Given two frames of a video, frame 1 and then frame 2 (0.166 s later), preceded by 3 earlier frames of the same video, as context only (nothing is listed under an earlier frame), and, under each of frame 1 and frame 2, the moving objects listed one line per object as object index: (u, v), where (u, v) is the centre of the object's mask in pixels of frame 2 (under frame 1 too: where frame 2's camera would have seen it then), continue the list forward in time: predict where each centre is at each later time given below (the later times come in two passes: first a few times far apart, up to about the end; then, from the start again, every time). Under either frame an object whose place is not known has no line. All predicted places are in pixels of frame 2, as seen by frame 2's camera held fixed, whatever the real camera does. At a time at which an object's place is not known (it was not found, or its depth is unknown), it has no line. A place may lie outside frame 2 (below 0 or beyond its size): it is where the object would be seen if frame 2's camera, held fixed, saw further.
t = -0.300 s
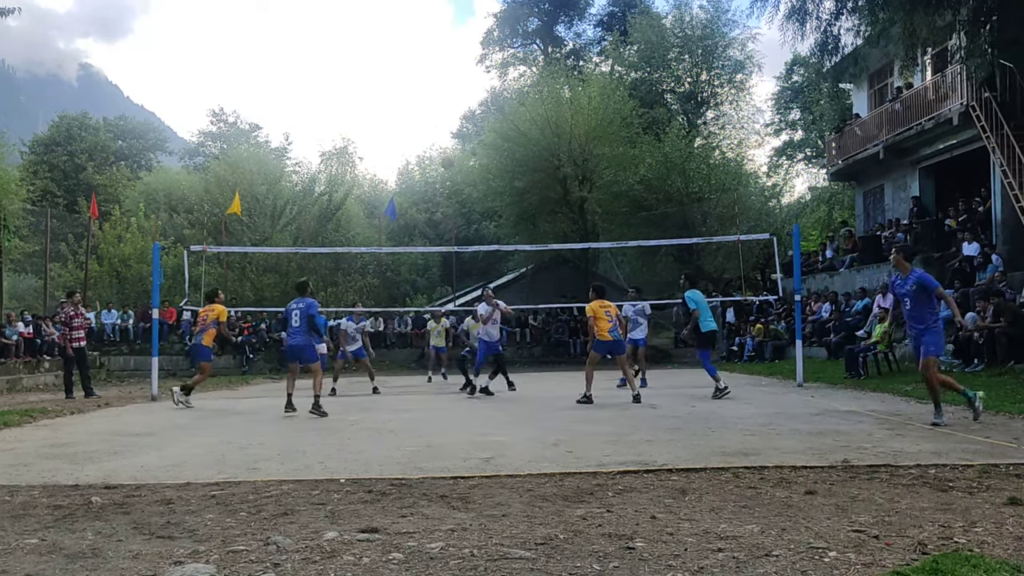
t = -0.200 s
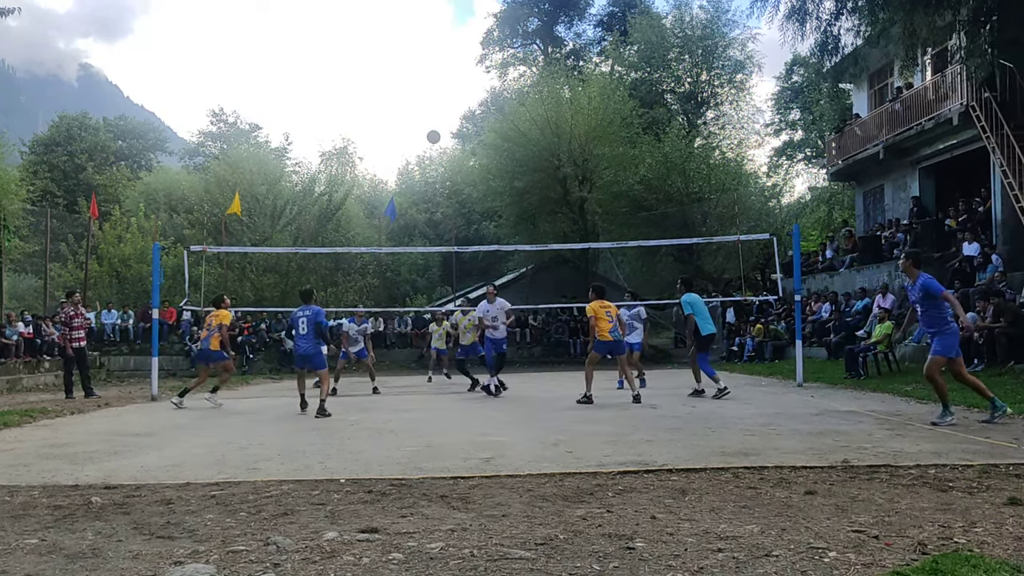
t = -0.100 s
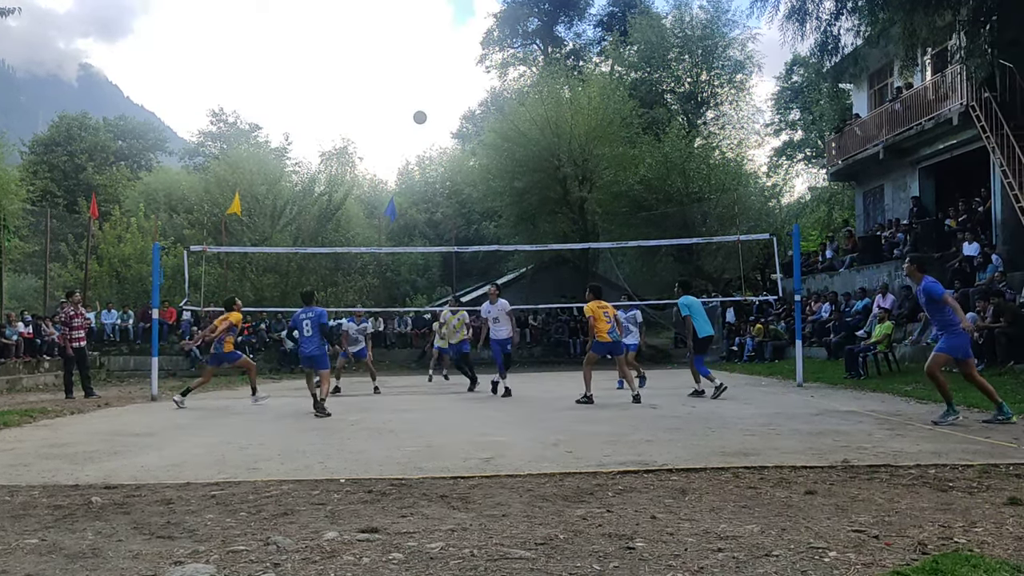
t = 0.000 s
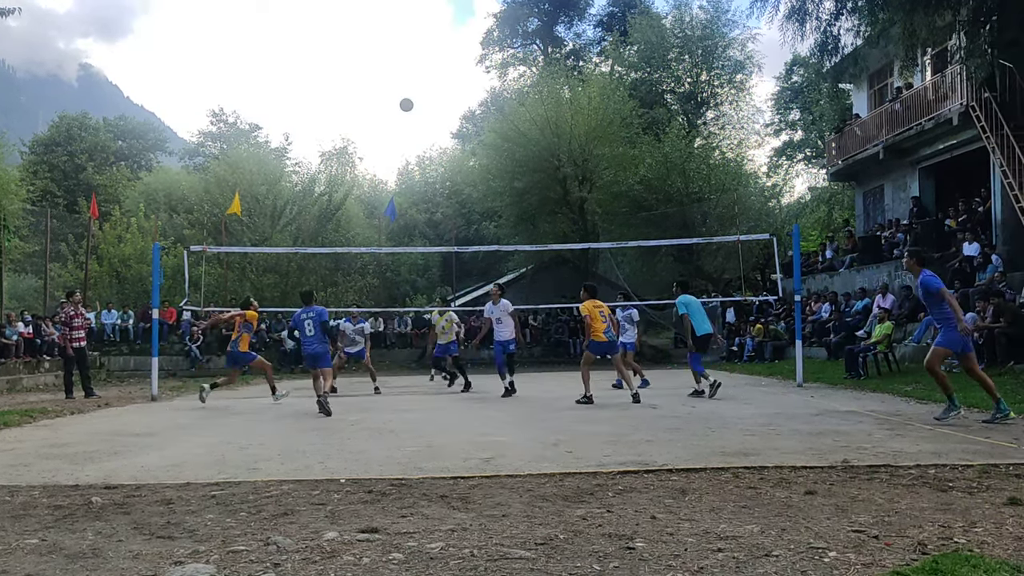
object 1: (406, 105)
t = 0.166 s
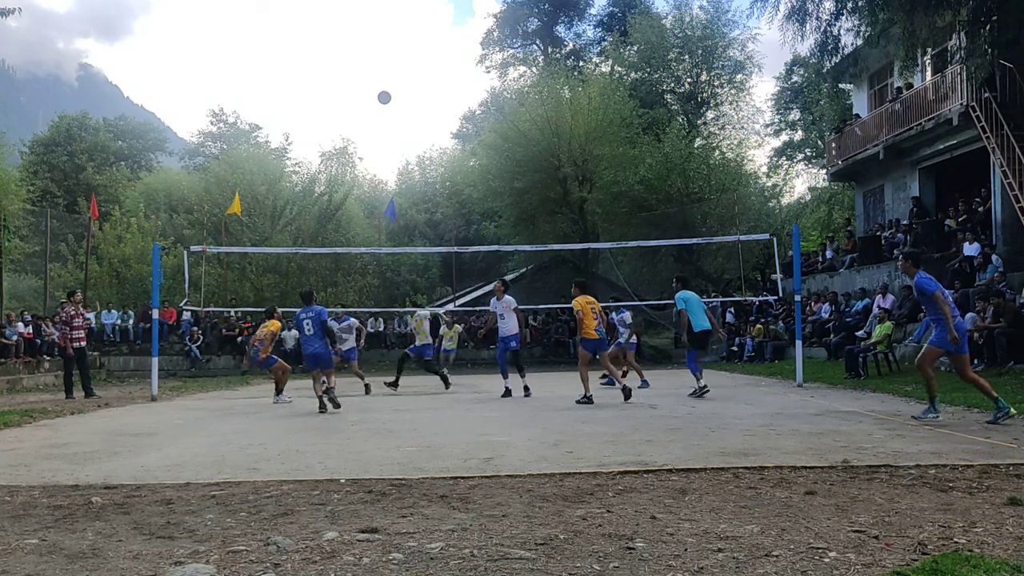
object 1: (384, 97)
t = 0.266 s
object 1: (371, 101)
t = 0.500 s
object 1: (341, 133)
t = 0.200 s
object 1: (380, 98)
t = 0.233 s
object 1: (375, 99)
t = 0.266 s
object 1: (371, 101)
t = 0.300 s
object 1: (366, 104)
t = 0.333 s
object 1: (362, 107)
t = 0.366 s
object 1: (358, 111)
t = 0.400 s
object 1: (353, 115)
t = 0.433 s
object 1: (349, 121)
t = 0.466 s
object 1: (345, 127)
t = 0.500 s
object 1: (341, 133)
